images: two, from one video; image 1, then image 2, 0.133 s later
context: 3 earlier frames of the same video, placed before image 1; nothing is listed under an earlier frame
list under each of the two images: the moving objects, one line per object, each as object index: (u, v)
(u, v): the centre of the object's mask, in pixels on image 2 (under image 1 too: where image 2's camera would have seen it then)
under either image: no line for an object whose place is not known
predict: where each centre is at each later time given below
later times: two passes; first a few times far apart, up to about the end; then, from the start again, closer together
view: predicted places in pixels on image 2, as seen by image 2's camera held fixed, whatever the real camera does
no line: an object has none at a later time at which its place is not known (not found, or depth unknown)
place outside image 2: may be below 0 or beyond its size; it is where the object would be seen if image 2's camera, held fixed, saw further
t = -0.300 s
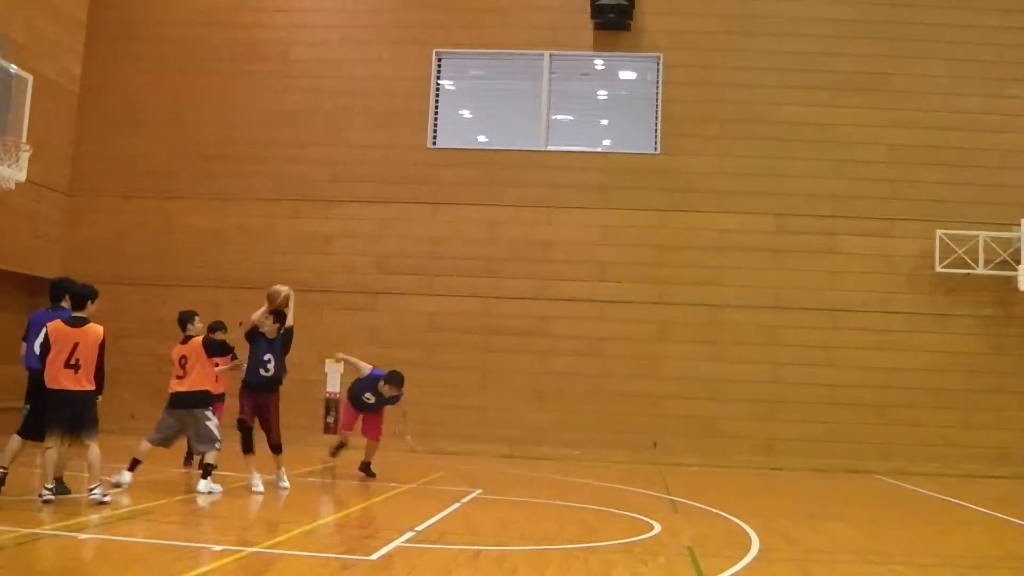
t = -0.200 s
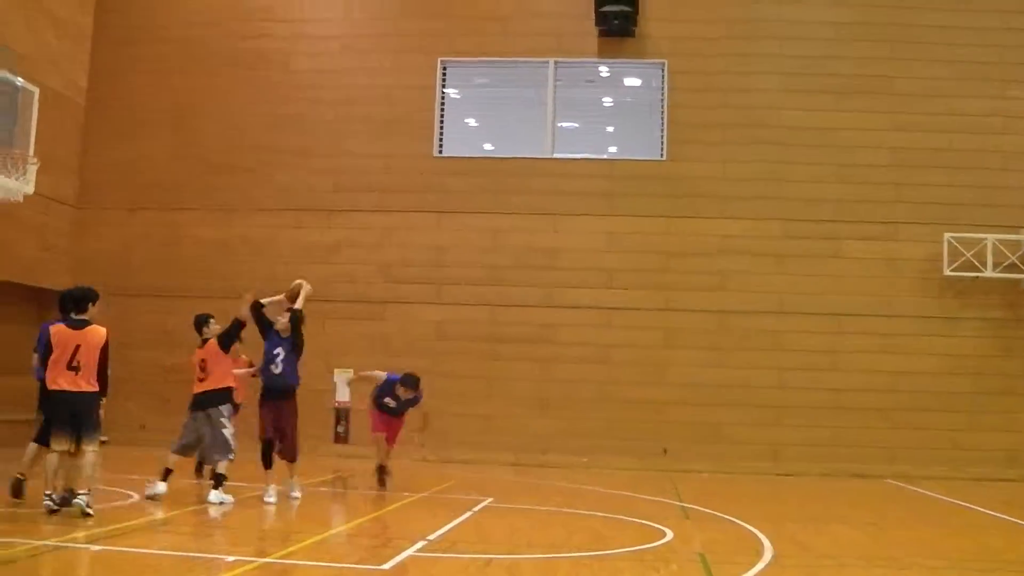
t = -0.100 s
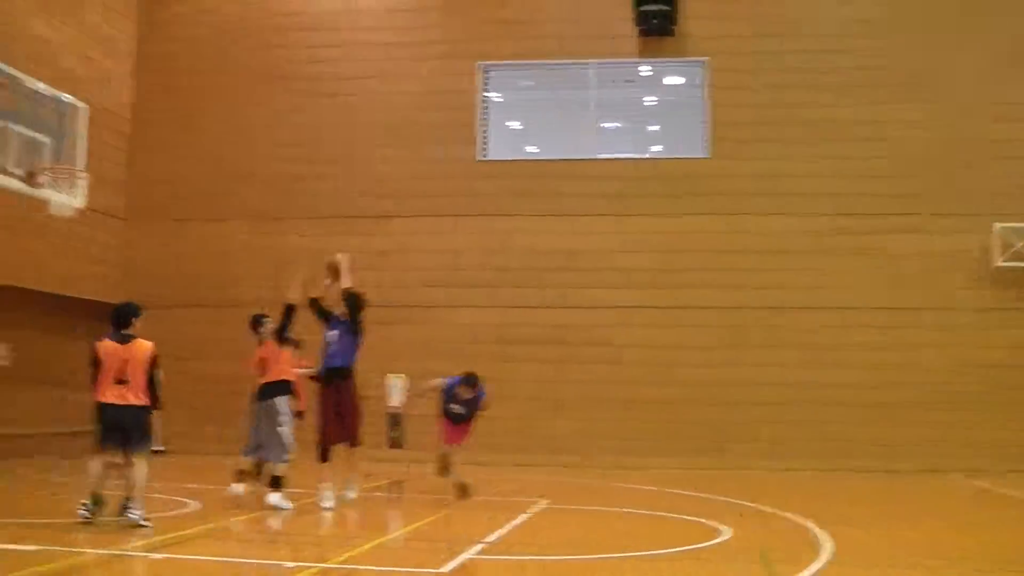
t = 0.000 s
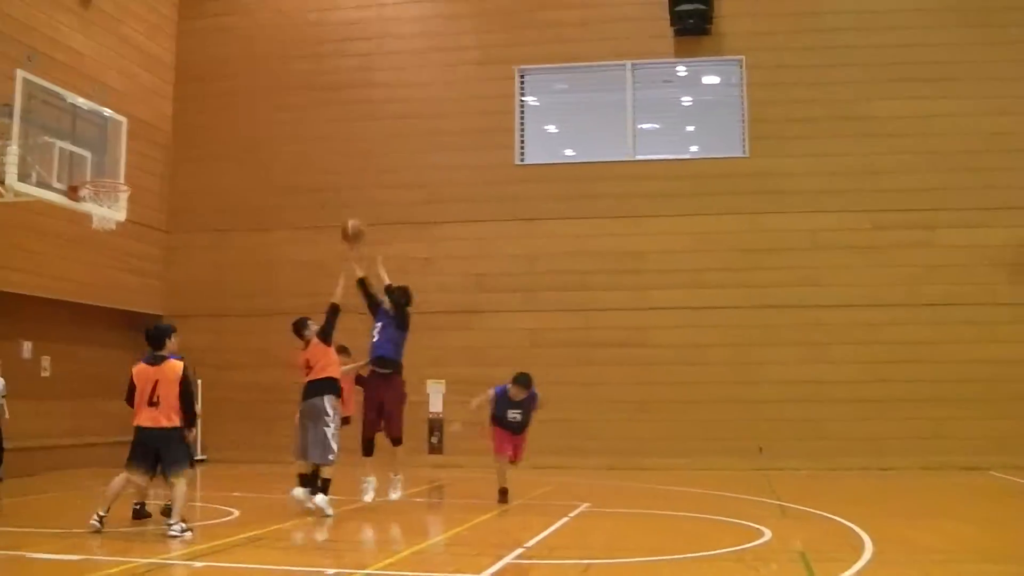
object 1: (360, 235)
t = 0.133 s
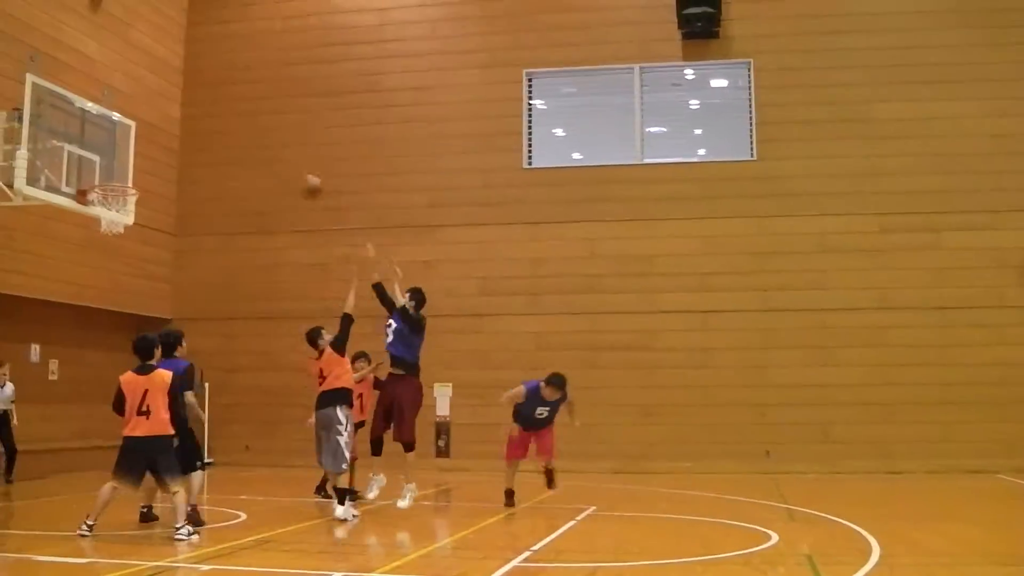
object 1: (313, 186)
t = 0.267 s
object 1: (260, 157)
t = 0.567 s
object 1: (151, 154)
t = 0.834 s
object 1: (116, 172)
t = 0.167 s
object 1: (298, 178)
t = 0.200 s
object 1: (286, 170)
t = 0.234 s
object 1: (273, 164)
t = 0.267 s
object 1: (260, 157)
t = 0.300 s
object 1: (249, 153)
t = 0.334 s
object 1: (237, 150)
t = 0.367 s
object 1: (225, 147)
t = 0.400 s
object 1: (214, 147)
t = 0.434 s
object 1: (201, 146)
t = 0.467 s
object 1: (190, 147)
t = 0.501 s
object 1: (177, 150)
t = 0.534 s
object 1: (163, 150)
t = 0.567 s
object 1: (151, 154)
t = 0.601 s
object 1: (140, 160)
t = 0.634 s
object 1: (127, 168)
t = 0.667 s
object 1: (115, 176)
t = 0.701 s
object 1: (103, 179)
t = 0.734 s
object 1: (104, 178)
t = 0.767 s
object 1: (109, 176)
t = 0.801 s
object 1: (112, 174)
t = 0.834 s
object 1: (116, 172)
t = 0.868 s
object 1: (117, 171)
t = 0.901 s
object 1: (121, 169)
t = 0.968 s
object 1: (130, 171)
